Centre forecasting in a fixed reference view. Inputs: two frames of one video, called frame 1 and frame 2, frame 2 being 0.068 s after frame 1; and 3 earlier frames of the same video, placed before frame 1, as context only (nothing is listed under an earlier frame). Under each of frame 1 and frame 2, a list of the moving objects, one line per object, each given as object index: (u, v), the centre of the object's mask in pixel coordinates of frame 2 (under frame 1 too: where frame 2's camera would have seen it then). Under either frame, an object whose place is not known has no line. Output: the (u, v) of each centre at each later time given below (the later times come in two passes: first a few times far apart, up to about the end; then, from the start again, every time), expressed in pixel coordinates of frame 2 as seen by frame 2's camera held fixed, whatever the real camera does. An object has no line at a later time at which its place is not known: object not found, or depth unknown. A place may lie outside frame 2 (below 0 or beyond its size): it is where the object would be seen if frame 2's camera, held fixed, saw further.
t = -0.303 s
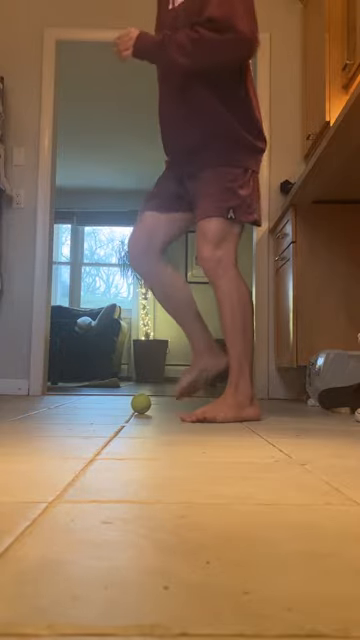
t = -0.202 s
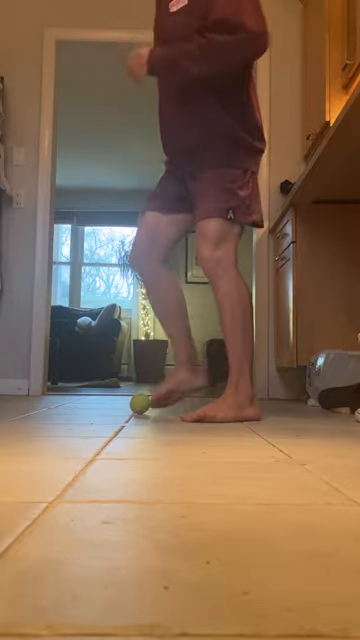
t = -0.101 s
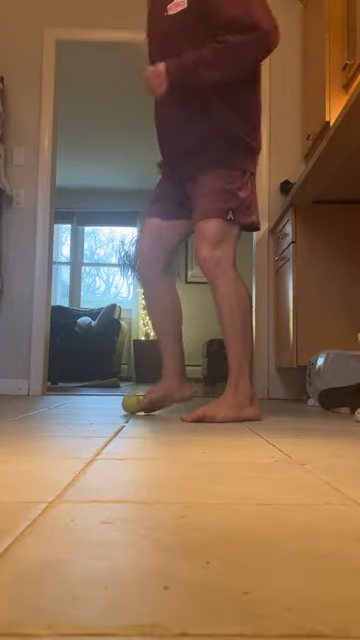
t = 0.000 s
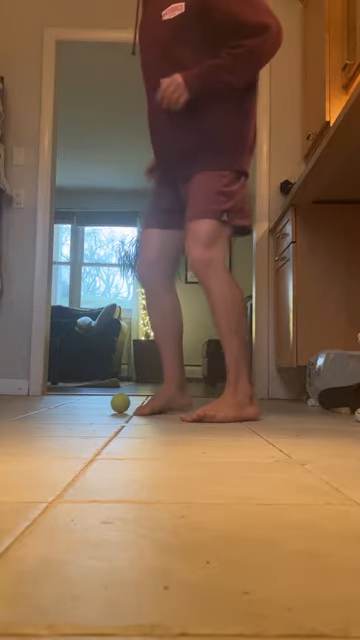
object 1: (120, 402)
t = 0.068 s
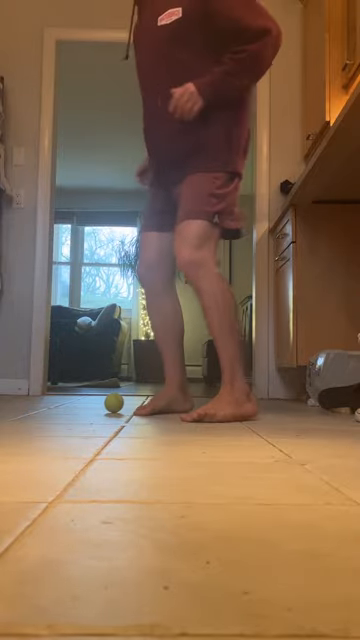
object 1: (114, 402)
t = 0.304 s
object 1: (94, 401)
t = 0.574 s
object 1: (76, 400)
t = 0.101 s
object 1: (111, 402)
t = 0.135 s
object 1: (108, 402)
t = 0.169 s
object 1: (105, 402)
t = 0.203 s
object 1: (102, 402)
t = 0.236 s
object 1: (99, 402)
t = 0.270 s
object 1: (96, 402)
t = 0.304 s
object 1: (94, 401)
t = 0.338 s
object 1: (91, 401)
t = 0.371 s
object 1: (89, 401)
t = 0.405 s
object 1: (86, 401)
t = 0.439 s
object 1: (84, 401)
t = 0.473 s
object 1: (82, 401)
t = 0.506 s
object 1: (80, 400)
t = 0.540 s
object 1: (78, 401)
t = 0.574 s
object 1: (76, 400)
